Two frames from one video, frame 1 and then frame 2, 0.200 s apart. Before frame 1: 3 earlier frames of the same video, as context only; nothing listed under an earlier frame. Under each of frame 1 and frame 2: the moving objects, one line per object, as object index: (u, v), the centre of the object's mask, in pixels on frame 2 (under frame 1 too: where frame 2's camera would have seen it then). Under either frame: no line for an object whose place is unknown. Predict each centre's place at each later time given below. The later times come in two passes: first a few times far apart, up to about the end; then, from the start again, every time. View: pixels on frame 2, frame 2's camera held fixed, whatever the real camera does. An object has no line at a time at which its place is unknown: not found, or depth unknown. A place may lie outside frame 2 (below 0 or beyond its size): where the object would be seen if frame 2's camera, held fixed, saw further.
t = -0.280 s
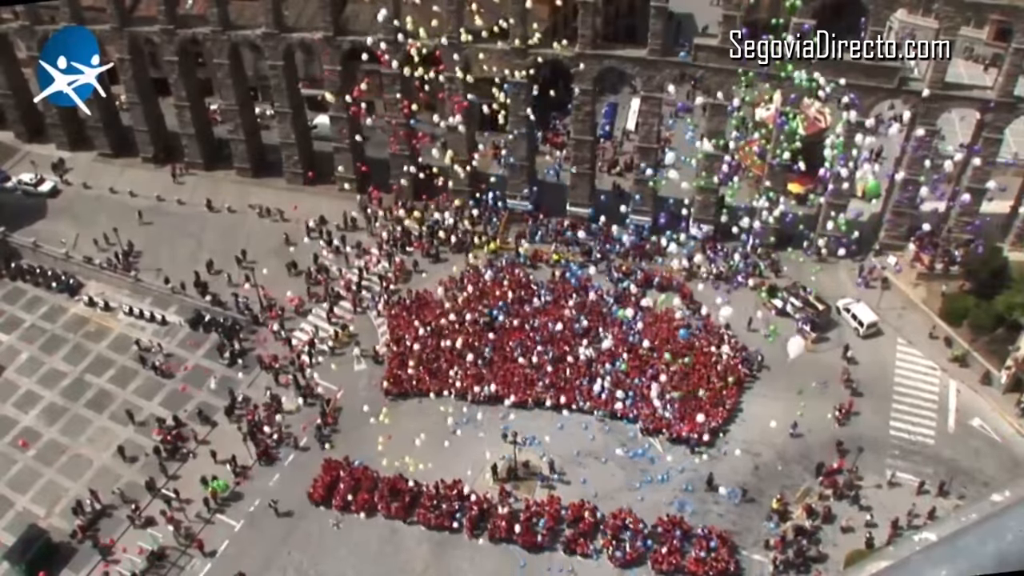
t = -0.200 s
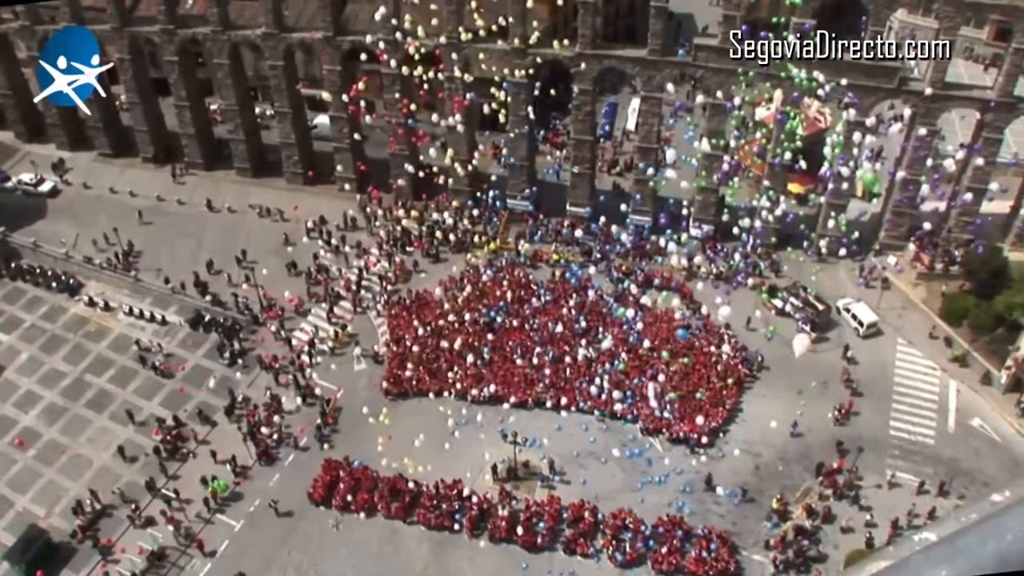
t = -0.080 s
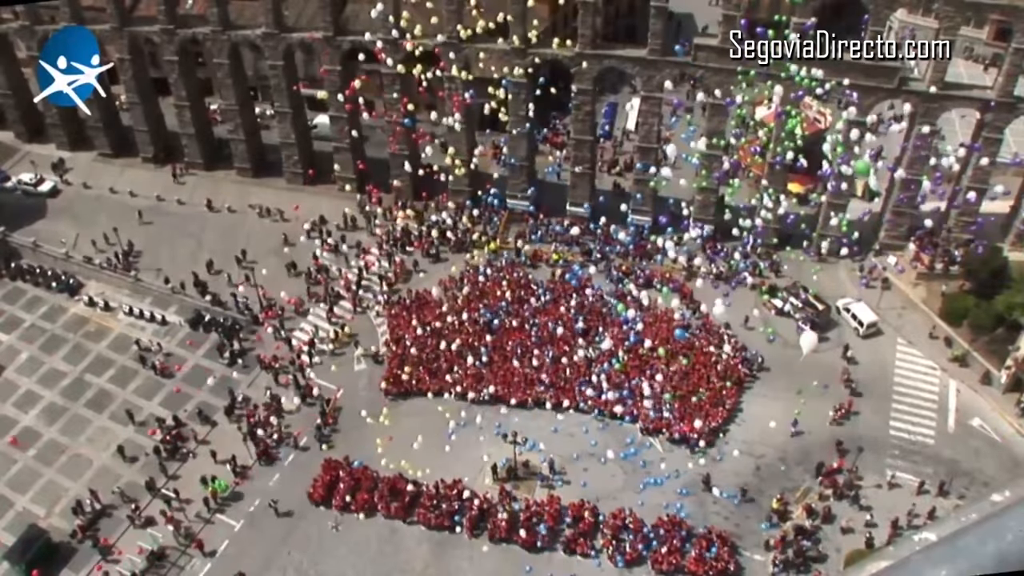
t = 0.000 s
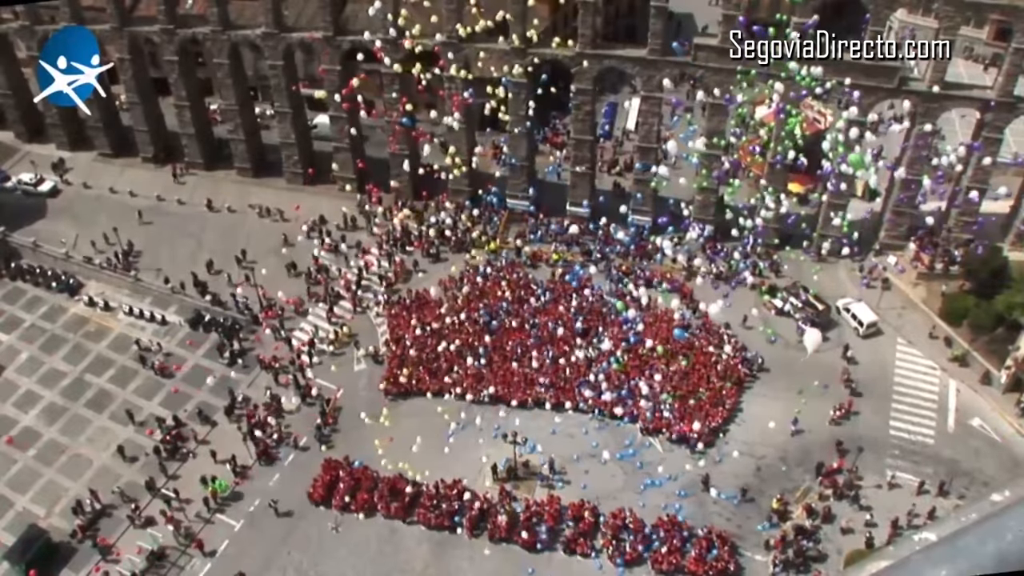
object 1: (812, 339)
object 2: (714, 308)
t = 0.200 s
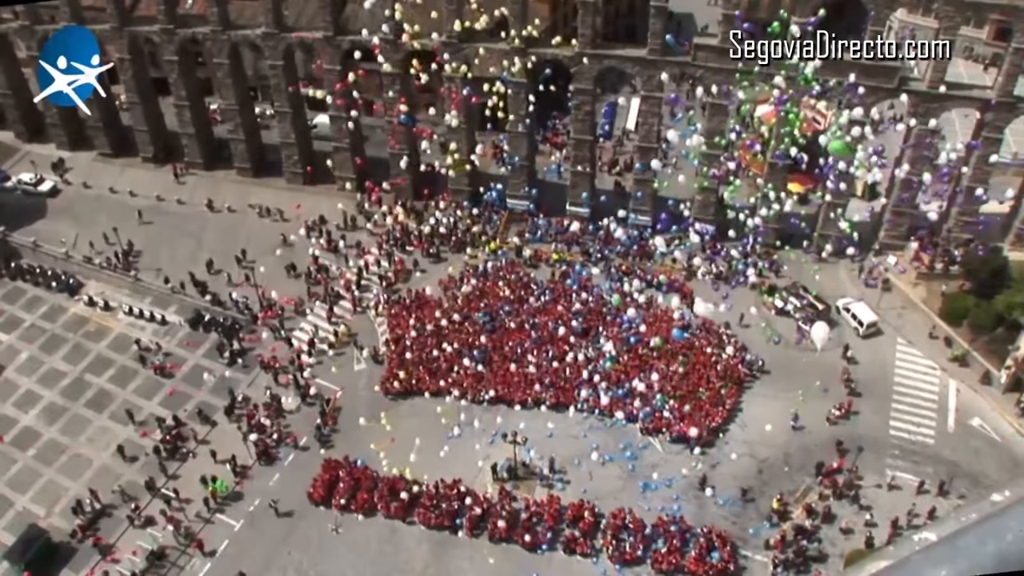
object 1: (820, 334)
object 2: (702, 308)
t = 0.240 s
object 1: (821, 333)
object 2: (698, 307)
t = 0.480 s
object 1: (827, 326)
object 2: (680, 303)
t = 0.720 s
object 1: (827, 325)
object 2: (667, 296)
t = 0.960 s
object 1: (823, 331)
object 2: (658, 288)
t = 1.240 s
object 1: (834, 339)
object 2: (654, 290)
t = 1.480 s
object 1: (860, 330)
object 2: (651, 295)
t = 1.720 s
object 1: (869, 314)
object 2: (651, 298)
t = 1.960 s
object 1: (870, 301)
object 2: (654, 299)
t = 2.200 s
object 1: (877, 272)
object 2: (667, 307)
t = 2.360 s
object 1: (883, 254)
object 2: (671, 314)
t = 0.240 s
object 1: (821, 333)
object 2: (698, 307)
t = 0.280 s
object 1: (822, 332)
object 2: (696, 307)
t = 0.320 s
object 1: (824, 330)
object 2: (694, 307)
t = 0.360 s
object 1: (825, 329)
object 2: (690, 308)
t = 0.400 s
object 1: (826, 328)
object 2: (688, 306)
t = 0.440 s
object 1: (826, 326)
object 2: (685, 305)
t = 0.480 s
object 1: (827, 326)
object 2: (680, 303)
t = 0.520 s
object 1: (827, 325)
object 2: (678, 303)
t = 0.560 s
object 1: (828, 325)
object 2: (676, 302)
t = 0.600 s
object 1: (828, 325)
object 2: (674, 301)
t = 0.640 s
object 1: (828, 325)
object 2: (672, 299)
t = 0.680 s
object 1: (828, 325)
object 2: (669, 297)
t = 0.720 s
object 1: (827, 325)
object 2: (667, 296)
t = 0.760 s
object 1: (827, 325)
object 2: (665, 295)
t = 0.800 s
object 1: (826, 325)
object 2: (663, 293)
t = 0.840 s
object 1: (825, 326)
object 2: (662, 291)
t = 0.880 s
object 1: (824, 327)
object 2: (661, 290)
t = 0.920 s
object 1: (823, 329)
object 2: (659, 289)
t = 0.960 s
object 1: (823, 331)
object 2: (658, 288)
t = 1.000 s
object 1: (823, 333)
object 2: (657, 288)
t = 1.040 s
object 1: (824, 334)
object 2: (657, 288)
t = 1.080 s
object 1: (827, 336)
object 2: (656, 288)
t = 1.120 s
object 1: (828, 337)
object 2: (656, 288)
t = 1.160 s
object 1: (829, 338)
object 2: (655, 288)
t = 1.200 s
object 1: (831, 339)
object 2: (654, 289)
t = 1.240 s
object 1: (834, 339)
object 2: (654, 290)
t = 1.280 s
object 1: (838, 339)
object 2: (654, 291)
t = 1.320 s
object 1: (842, 338)
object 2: (653, 292)
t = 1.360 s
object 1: (847, 336)
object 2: (653, 292)
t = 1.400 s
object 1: (852, 334)
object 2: (652, 293)
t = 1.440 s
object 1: (857, 331)
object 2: (652, 294)
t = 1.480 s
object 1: (860, 330)
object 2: (651, 295)
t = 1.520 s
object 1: (863, 323)
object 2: (651, 296)
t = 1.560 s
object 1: (865, 321)
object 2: (651, 297)
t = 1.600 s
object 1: (867, 319)
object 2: (651, 298)
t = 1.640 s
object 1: (868, 317)
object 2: (652, 298)
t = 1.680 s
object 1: (869, 316)
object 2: (651, 298)
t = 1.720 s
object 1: (869, 314)
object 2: (651, 298)
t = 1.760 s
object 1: (869, 313)
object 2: (651, 298)
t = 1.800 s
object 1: (869, 311)
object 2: (652, 297)
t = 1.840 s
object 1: (869, 309)
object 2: (651, 297)
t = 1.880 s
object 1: (870, 308)
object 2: (652, 297)
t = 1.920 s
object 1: (870, 304)
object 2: (653, 298)
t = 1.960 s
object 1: (870, 301)
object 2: (654, 299)
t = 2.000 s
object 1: (871, 298)
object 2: (655, 299)
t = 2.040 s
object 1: (872, 294)
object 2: (657, 300)
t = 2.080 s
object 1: (873, 289)
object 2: (663, 300)
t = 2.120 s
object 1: (874, 285)
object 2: (663, 303)
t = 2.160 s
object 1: (875, 280)
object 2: (666, 304)
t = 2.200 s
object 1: (877, 272)
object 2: (667, 307)
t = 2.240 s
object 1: (878, 265)
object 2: (668, 309)
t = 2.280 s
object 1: (879, 263)
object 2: (669, 311)
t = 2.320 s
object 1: (880, 258)
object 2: (670, 313)
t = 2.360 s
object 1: (883, 254)
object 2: (671, 314)
